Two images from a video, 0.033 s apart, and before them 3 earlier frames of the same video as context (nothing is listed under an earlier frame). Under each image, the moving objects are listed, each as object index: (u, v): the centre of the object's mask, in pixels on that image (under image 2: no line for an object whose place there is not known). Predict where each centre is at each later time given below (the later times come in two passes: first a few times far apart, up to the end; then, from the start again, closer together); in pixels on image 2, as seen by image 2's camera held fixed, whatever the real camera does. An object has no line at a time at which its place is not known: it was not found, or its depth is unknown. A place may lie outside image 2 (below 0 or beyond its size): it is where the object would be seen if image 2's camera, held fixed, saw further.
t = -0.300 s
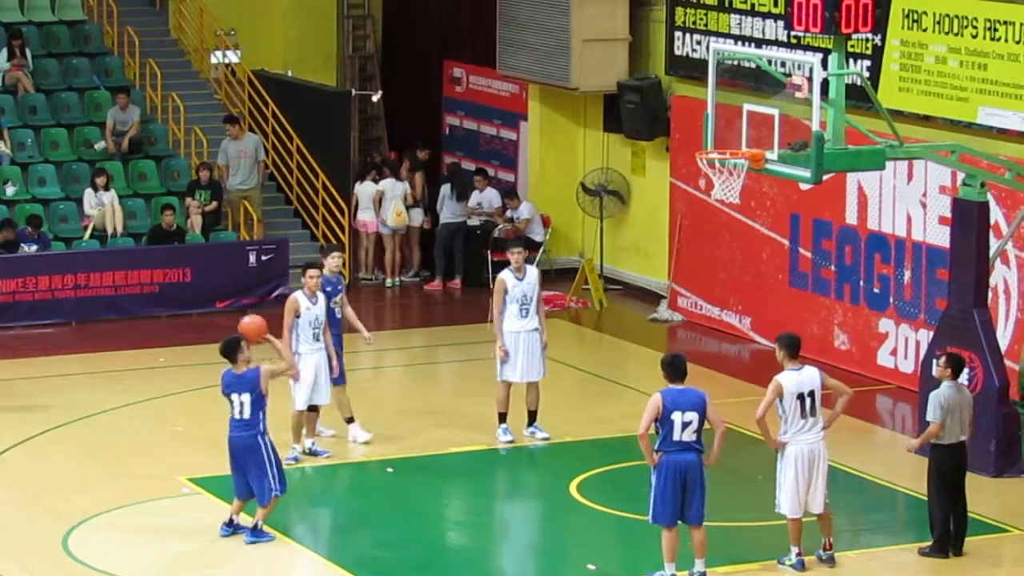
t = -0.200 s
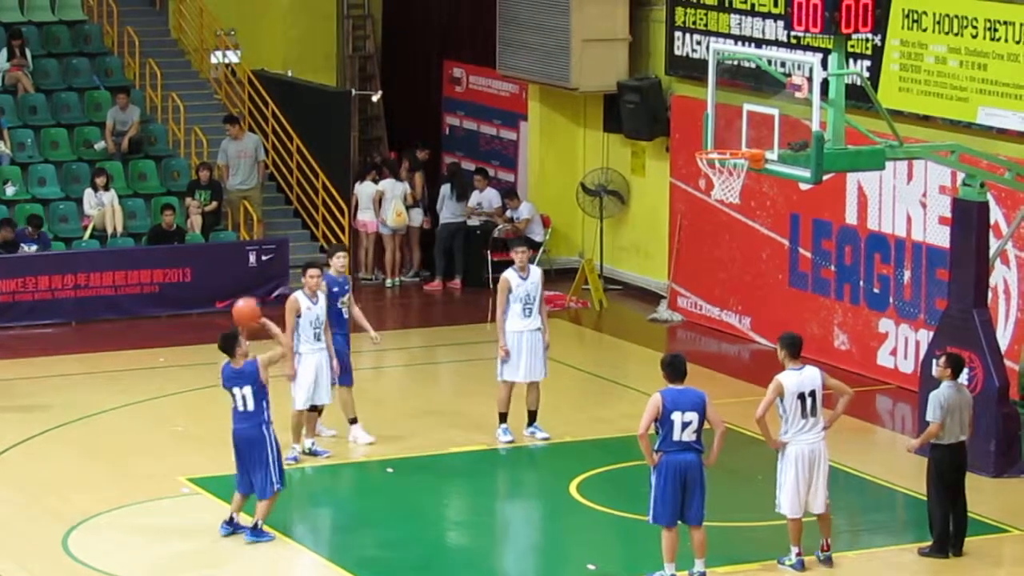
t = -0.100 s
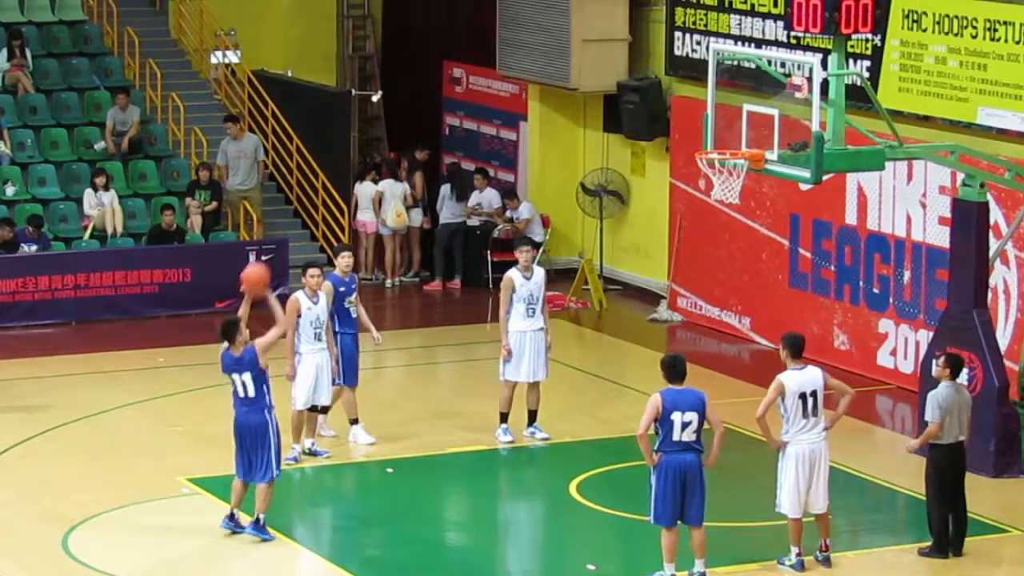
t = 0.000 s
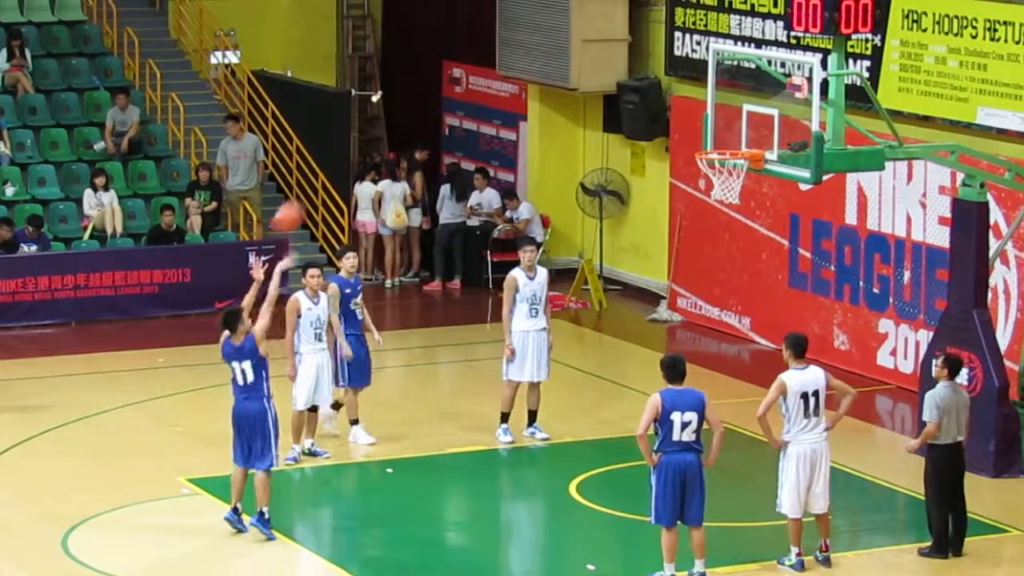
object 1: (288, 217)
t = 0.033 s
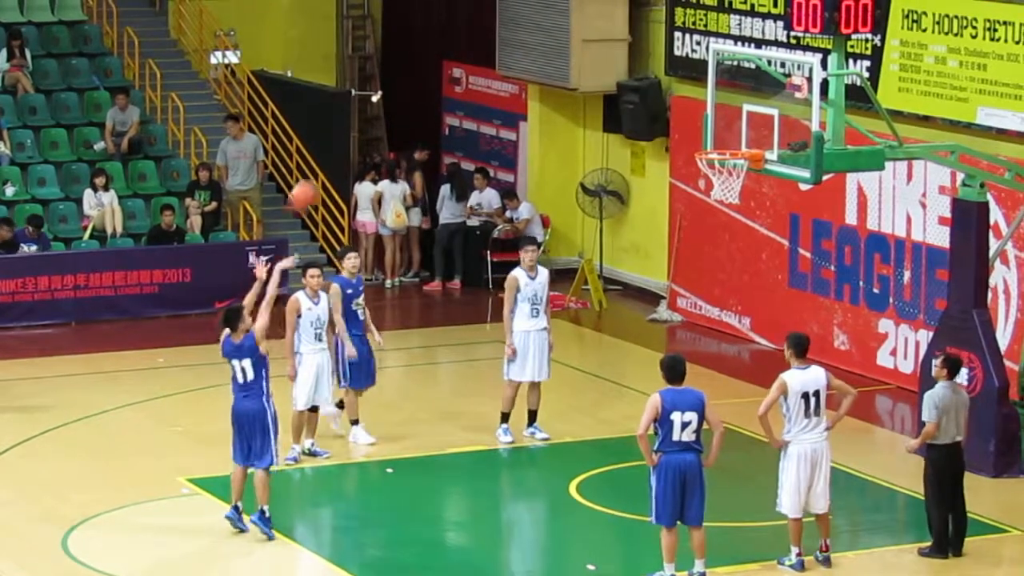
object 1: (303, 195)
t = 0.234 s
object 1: (393, 98)
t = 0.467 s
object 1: (493, 40)
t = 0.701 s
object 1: (590, 44)
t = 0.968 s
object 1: (694, 118)
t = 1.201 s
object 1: (742, 196)
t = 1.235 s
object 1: (742, 208)
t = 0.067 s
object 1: (320, 175)
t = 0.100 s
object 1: (334, 158)
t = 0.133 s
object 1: (348, 142)
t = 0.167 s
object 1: (363, 125)
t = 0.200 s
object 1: (378, 112)
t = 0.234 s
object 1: (393, 98)
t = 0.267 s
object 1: (408, 86)
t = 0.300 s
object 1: (421, 76)
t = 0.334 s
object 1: (436, 66)
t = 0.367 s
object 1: (450, 57)
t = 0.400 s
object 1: (465, 51)
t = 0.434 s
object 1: (479, 46)
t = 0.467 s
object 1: (493, 40)
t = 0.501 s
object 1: (507, 37)
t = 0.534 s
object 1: (521, 36)
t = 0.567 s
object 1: (535, 35)
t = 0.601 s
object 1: (549, 35)
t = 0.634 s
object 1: (563, 37)
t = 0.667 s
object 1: (576, 39)
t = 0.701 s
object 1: (590, 44)
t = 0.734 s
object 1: (602, 49)
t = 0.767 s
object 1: (617, 56)
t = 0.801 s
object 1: (631, 64)
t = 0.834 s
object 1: (642, 73)
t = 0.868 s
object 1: (655, 84)
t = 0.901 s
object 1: (666, 92)
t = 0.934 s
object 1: (680, 103)
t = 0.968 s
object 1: (694, 118)
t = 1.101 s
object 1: (732, 176)
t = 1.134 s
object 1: (737, 180)
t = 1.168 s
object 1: (741, 189)
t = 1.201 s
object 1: (742, 196)
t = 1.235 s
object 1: (742, 208)
